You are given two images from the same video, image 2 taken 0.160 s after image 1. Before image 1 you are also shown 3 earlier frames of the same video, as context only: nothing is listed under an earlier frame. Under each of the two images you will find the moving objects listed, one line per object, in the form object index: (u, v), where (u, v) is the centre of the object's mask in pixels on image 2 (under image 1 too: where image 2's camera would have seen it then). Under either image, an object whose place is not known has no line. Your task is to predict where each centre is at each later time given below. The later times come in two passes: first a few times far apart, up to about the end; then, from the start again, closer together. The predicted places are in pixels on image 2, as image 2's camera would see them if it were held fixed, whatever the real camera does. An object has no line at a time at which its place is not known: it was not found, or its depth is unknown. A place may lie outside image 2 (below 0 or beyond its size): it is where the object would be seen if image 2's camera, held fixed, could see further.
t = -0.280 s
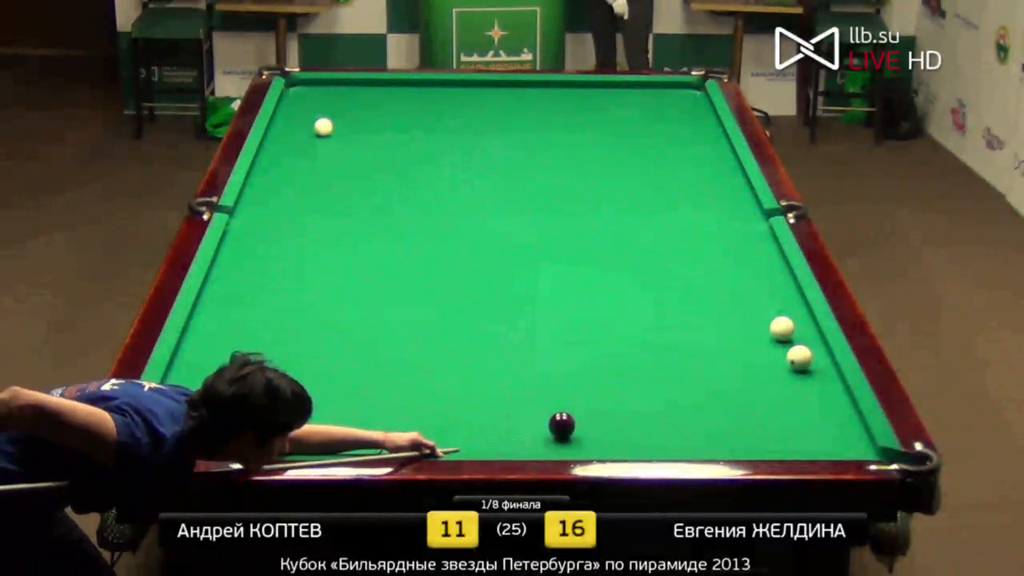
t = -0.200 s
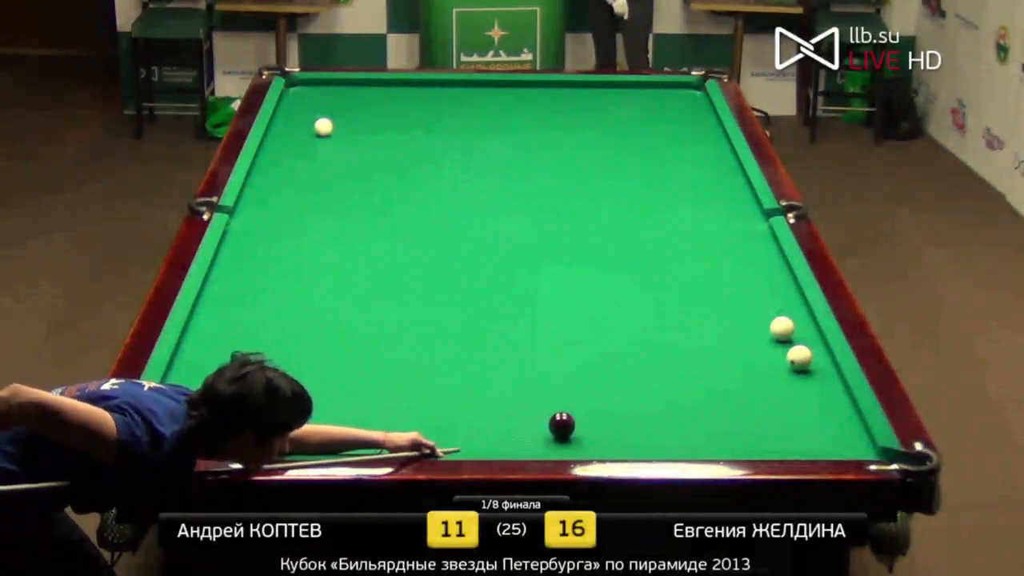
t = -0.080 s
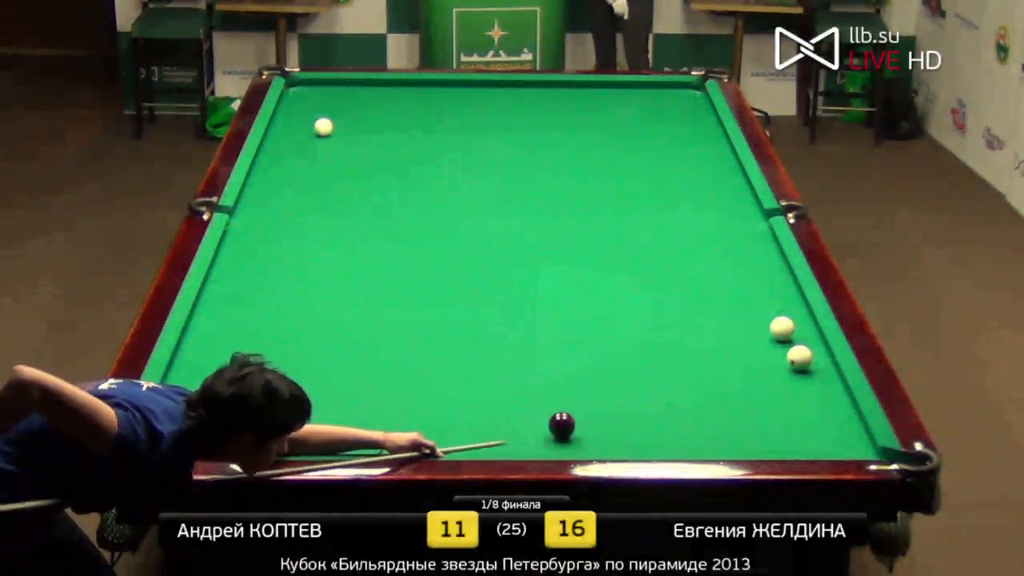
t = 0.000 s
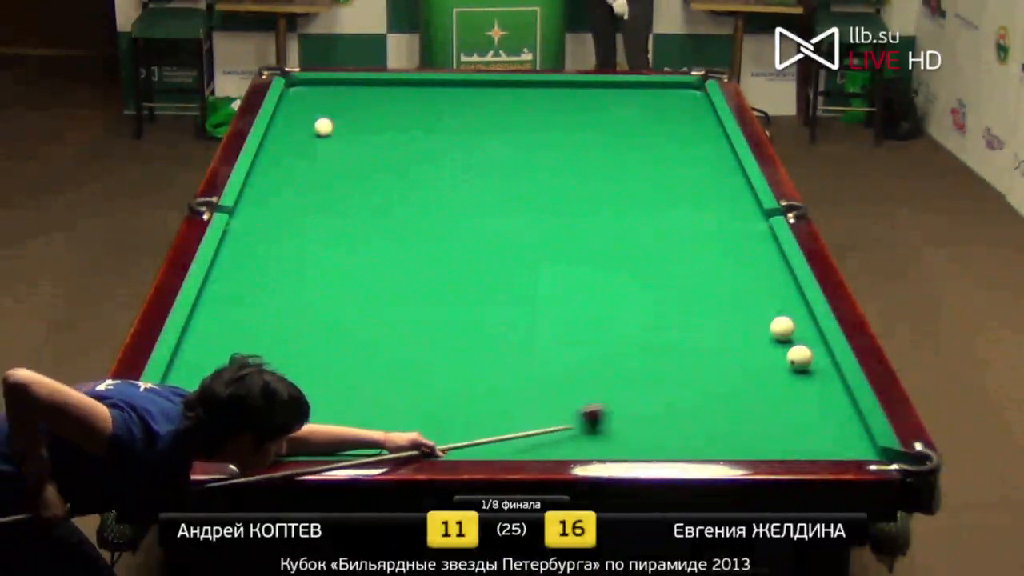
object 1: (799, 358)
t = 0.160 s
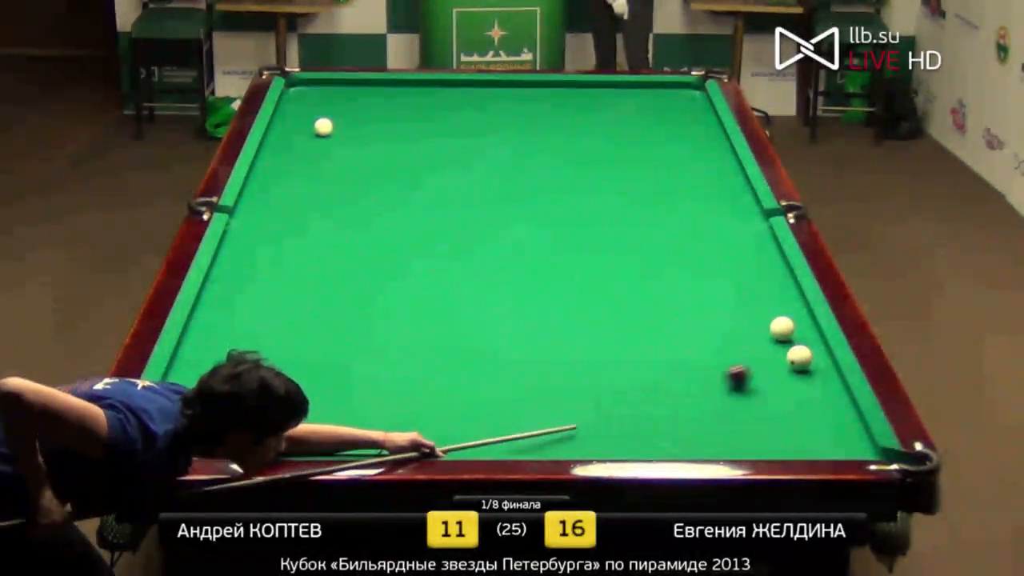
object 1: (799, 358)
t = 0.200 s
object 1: (799, 358)
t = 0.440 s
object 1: (722, 325)
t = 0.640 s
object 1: (640, 305)
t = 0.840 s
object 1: (565, 286)
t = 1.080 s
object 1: (481, 265)
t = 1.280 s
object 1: (415, 248)
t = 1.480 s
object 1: (354, 232)
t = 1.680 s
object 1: (295, 217)
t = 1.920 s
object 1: (255, 202)
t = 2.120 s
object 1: (291, 196)
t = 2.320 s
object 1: (321, 189)
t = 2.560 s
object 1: (355, 182)
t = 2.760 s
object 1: (383, 176)
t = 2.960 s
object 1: (409, 170)
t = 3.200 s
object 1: (438, 163)
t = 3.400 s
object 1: (461, 158)
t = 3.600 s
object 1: (483, 153)
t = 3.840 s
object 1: (509, 148)
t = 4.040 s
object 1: (529, 143)
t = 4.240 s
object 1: (548, 139)
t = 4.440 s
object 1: (566, 135)
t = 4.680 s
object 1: (586, 130)
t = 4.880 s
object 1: (603, 126)
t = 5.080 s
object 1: (618, 123)
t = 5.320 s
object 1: (635, 119)
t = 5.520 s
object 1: (649, 116)
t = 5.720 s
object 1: (662, 112)
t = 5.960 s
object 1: (676, 109)
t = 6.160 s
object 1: (688, 106)
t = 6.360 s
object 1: (698, 104)
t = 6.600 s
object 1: (700, 101)
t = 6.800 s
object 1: (693, 99)
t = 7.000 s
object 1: (687, 98)
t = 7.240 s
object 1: (680, 96)
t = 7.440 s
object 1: (675, 95)
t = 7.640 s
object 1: (670, 94)
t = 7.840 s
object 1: (666, 93)
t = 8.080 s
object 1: (661, 92)
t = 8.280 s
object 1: (658, 91)
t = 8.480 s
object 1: (654, 91)
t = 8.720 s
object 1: (651, 90)
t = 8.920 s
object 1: (648, 90)
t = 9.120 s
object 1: (646, 89)
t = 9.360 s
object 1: (644, 89)
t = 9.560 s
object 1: (643, 89)
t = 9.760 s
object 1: (643, 89)
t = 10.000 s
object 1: (643, 89)
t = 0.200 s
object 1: (799, 358)
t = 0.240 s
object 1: (813, 352)
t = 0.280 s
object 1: (806, 345)
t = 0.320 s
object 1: (783, 340)
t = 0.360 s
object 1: (760, 335)
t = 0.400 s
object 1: (741, 330)
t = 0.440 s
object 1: (722, 325)
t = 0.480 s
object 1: (704, 321)
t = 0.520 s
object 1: (688, 317)
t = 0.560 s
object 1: (672, 313)
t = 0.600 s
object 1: (656, 309)
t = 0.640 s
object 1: (640, 305)
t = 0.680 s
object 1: (625, 301)
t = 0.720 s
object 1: (610, 297)
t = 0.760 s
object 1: (595, 293)
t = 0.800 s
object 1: (580, 289)
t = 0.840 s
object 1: (565, 286)
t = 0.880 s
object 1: (551, 282)
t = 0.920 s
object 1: (537, 279)
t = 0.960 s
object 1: (523, 275)
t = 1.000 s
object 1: (508, 271)
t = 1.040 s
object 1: (495, 268)
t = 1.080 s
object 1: (481, 265)
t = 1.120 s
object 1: (467, 261)
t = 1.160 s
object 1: (454, 258)
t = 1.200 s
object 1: (441, 255)
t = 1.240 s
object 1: (428, 251)
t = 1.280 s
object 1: (415, 248)
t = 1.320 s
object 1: (403, 245)
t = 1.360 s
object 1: (390, 242)
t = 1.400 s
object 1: (378, 238)
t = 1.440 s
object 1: (366, 235)
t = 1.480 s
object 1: (354, 232)
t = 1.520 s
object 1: (342, 229)
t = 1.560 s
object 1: (330, 226)
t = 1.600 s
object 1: (319, 223)
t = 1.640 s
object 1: (307, 220)
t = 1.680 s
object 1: (295, 217)
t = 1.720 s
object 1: (284, 214)
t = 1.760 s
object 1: (273, 212)
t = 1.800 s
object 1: (262, 209)
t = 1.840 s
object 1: (252, 206)
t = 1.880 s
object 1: (246, 204)
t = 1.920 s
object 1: (255, 202)
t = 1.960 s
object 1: (264, 201)
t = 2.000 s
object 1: (272, 200)
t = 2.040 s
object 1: (279, 199)
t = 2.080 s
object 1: (285, 197)
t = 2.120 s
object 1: (291, 196)
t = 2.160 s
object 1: (297, 194)
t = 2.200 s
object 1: (303, 193)
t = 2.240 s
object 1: (309, 192)
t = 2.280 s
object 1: (315, 191)
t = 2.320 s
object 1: (321, 189)
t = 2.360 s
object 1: (327, 188)
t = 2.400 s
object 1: (333, 187)
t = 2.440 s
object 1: (338, 185)
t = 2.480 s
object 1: (344, 184)
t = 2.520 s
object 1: (350, 183)
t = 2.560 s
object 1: (355, 182)
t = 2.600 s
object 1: (361, 180)
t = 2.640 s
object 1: (366, 179)
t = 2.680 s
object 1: (372, 178)
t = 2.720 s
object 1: (378, 177)
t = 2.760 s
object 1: (383, 176)
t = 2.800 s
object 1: (388, 175)
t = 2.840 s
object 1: (393, 173)
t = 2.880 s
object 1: (398, 172)
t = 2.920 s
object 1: (404, 171)
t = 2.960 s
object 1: (409, 170)
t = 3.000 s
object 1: (414, 169)
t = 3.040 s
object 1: (419, 168)
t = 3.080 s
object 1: (423, 166)
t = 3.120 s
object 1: (429, 166)
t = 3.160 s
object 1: (434, 165)
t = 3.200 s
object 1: (438, 163)
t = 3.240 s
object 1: (443, 162)
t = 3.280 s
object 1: (448, 161)
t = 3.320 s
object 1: (452, 160)
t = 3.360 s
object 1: (457, 159)
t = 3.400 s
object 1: (461, 158)
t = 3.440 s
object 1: (466, 157)
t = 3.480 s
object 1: (470, 156)
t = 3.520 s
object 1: (475, 155)
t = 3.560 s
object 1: (479, 154)
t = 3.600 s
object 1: (483, 153)
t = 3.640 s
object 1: (488, 152)
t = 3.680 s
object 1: (492, 151)
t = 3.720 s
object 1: (496, 150)
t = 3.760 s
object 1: (500, 150)
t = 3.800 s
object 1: (505, 149)
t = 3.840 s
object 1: (509, 148)
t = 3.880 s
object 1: (513, 147)
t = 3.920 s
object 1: (517, 146)
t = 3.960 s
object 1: (521, 145)
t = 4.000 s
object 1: (525, 144)
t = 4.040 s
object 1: (529, 143)
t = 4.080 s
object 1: (533, 142)
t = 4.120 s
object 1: (537, 141)
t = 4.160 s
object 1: (540, 140)
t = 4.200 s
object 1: (544, 140)
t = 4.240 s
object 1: (548, 139)
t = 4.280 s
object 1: (552, 138)
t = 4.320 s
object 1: (555, 137)
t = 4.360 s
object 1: (559, 137)
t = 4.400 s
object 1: (562, 136)
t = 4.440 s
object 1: (566, 135)
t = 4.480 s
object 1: (569, 134)
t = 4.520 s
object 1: (573, 133)
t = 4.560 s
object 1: (576, 133)
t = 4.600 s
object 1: (580, 132)
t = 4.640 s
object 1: (583, 131)
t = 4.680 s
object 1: (586, 130)
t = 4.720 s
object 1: (590, 130)
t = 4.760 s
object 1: (593, 129)
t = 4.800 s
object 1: (596, 128)
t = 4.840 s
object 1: (600, 126)
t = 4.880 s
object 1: (603, 126)
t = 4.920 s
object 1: (606, 126)
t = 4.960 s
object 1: (609, 125)
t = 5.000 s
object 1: (612, 124)
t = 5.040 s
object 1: (615, 124)
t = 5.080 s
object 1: (618, 123)
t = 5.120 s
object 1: (621, 122)
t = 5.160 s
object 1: (624, 122)
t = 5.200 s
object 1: (627, 121)
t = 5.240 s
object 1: (630, 120)
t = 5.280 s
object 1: (632, 120)
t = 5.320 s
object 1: (635, 119)
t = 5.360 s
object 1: (638, 118)
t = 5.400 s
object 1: (641, 118)
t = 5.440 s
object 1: (644, 117)
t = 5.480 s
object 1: (646, 116)
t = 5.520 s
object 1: (649, 116)
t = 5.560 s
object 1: (652, 115)
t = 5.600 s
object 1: (654, 114)
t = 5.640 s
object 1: (657, 114)
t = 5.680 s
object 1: (659, 113)
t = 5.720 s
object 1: (662, 112)
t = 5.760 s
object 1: (664, 112)
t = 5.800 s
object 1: (667, 111)
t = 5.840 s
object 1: (669, 111)
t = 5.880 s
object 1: (672, 110)
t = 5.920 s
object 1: (674, 110)
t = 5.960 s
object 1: (676, 109)
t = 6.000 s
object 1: (679, 109)
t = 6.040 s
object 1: (681, 108)
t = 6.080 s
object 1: (683, 107)
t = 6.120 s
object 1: (686, 107)
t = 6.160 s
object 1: (688, 106)
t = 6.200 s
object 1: (690, 106)
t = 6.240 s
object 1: (692, 105)
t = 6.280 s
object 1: (695, 105)
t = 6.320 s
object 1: (696, 104)
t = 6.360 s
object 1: (698, 104)
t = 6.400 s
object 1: (700, 103)
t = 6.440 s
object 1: (702, 103)
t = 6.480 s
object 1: (704, 102)
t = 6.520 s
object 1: (702, 102)
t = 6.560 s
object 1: (701, 101)
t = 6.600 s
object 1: (700, 101)
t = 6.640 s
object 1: (698, 101)
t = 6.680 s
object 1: (697, 100)
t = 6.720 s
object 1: (696, 100)
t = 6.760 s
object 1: (695, 100)
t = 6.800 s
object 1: (693, 99)
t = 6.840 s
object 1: (692, 99)
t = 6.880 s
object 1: (690, 99)
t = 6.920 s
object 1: (689, 99)
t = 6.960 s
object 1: (688, 98)
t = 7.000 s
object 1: (687, 98)
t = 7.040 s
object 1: (686, 98)
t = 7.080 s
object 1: (685, 98)
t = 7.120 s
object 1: (684, 97)
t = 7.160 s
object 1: (682, 97)
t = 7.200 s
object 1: (681, 97)
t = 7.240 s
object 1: (680, 96)
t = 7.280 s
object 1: (679, 96)
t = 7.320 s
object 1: (678, 96)
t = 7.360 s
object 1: (677, 96)
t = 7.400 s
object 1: (676, 95)
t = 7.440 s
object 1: (675, 95)
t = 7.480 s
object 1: (674, 95)
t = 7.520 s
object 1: (673, 95)
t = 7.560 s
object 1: (672, 95)
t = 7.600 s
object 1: (671, 94)
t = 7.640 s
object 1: (670, 94)
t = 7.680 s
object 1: (669, 94)
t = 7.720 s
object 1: (668, 94)
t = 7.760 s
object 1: (667, 93)
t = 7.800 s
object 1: (667, 93)
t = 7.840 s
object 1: (666, 93)
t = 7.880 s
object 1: (665, 93)
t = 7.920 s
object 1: (664, 93)
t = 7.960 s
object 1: (663, 93)
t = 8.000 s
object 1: (662, 92)
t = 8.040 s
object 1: (662, 92)
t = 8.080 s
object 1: (661, 92)
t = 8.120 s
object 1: (660, 92)
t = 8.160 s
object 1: (660, 92)
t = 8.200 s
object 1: (659, 91)
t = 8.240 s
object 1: (658, 91)
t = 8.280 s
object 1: (658, 91)
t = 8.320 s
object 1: (657, 91)
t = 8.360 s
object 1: (656, 91)
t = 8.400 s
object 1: (655, 91)
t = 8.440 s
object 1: (655, 91)
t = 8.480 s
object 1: (654, 91)
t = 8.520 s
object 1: (654, 90)
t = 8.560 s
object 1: (653, 90)
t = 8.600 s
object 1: (652, 90)
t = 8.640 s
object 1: (652, 90)
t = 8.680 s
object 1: (651, 90)
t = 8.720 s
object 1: (651, 90)
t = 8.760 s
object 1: (650, 90)
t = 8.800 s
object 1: (650, 90)
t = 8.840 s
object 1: (649, 90)
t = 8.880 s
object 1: (649, 90)
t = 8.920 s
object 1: (648, 90)
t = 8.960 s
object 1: (648, 90)
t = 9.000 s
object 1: (647, 90)
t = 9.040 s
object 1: (647, 89)
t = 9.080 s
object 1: (646, 90)
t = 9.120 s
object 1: (646, 89)
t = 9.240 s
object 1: (645, 89)
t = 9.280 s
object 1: (644, 89)
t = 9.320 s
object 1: (644, 89)
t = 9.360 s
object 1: (644, 89)
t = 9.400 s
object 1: (644, 89)
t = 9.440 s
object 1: (643, 89)
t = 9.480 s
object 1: (643, 89)
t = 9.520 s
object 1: (643, 89)
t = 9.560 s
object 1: (643, 89)
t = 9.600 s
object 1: (643, 89)
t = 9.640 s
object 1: (643, 89)
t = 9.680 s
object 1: (643, 89)
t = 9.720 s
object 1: (643, 89)
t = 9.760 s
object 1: (643, 89)
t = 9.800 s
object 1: (643, 89)
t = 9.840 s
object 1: (643, 89)
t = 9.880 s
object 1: (643, 89)
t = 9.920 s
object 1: (643, 89)
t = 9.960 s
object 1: (643, 89)
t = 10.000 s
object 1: (643, 89)
